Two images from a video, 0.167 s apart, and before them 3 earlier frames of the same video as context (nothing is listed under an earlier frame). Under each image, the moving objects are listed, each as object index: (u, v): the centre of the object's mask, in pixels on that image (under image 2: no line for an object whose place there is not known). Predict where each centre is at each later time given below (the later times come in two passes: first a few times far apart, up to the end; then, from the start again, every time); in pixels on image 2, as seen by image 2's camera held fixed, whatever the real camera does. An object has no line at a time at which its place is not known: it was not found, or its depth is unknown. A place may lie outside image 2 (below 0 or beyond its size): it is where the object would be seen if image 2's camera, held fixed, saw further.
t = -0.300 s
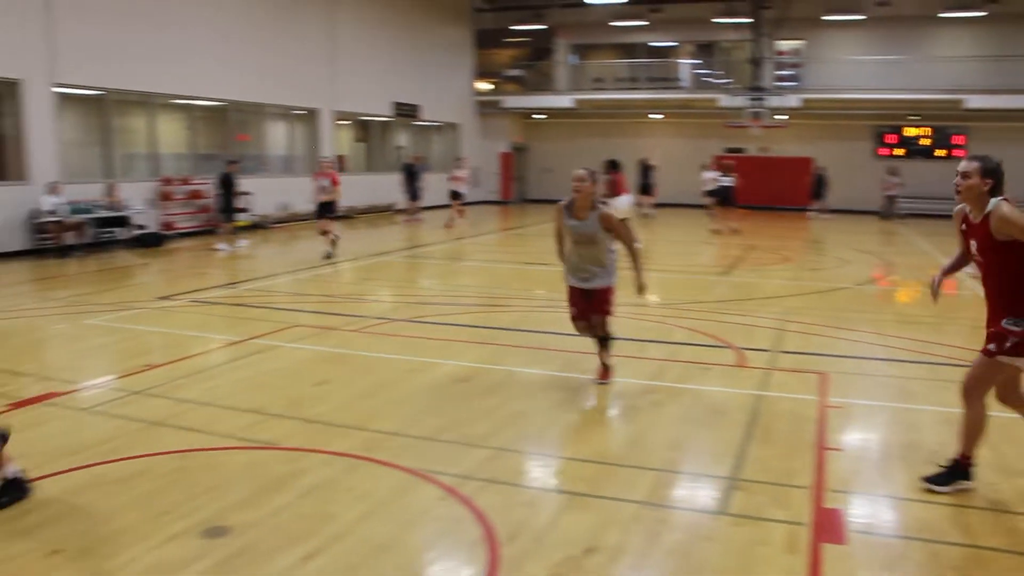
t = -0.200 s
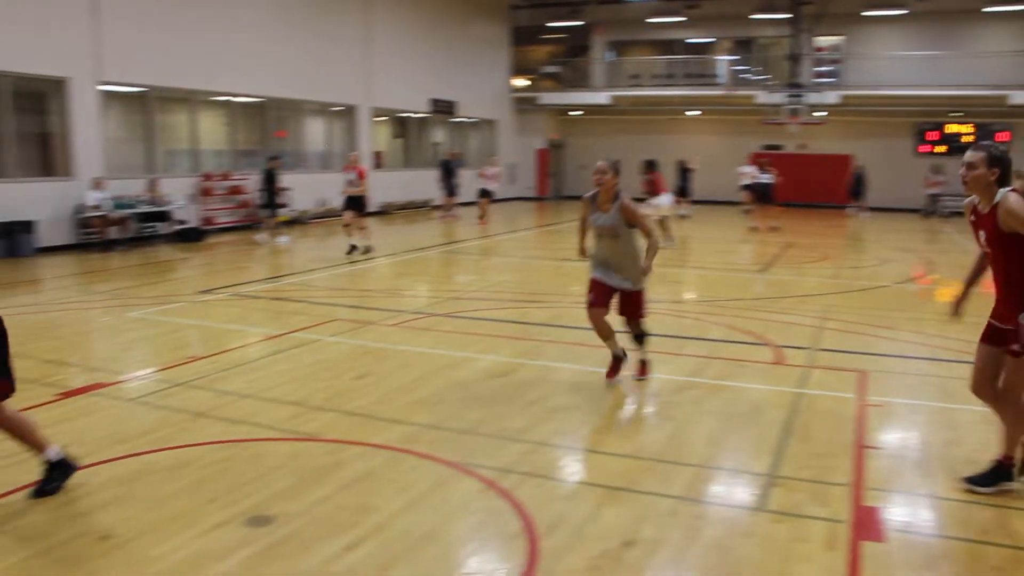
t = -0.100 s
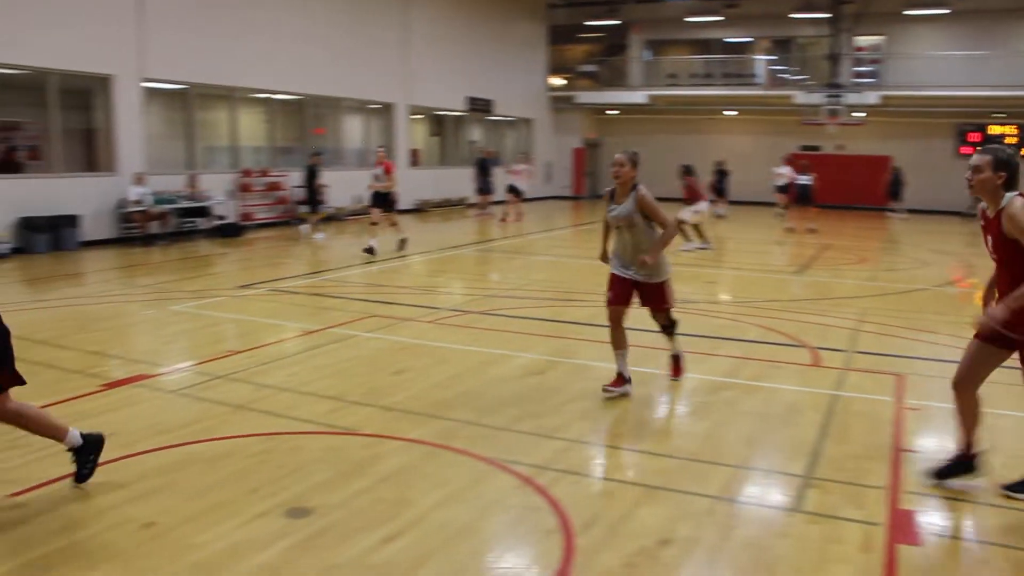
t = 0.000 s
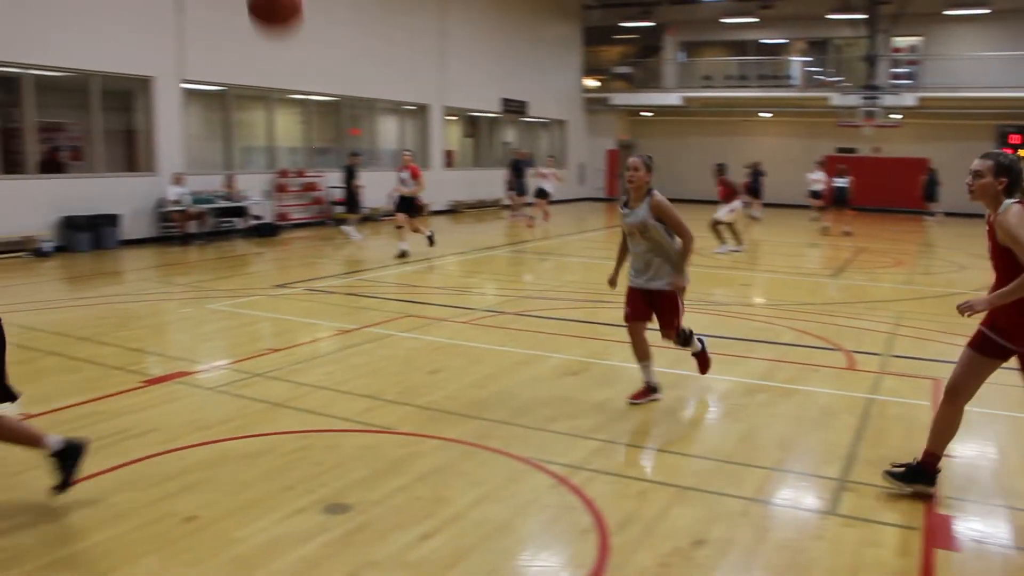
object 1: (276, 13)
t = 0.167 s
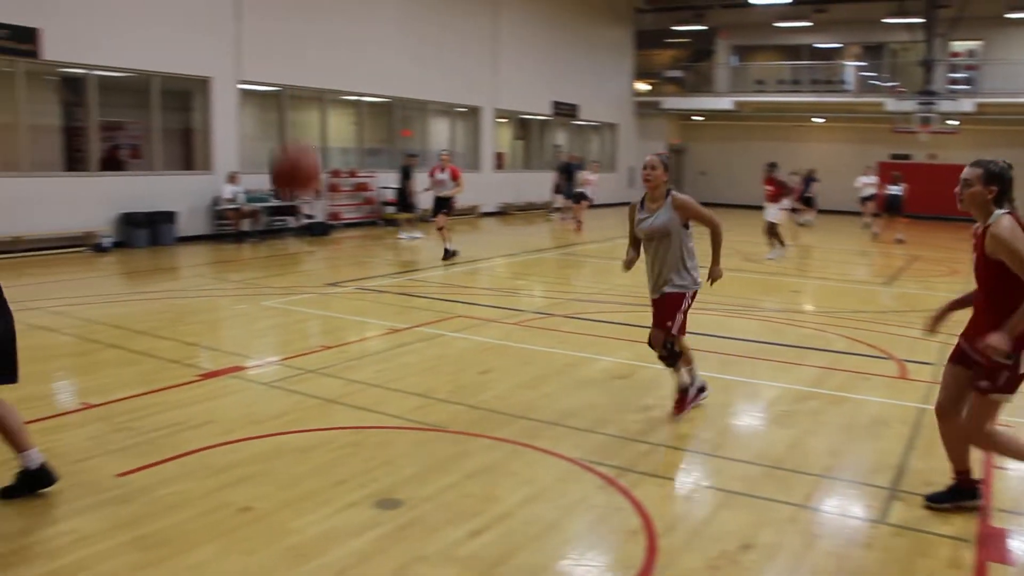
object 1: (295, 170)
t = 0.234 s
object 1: (280, 251)
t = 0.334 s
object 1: (256, 388)
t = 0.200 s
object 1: (300, 217)
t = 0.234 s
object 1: (280, 251)
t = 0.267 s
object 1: (271, 297)
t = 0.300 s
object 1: (265, 338)
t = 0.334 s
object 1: (256, 388)
